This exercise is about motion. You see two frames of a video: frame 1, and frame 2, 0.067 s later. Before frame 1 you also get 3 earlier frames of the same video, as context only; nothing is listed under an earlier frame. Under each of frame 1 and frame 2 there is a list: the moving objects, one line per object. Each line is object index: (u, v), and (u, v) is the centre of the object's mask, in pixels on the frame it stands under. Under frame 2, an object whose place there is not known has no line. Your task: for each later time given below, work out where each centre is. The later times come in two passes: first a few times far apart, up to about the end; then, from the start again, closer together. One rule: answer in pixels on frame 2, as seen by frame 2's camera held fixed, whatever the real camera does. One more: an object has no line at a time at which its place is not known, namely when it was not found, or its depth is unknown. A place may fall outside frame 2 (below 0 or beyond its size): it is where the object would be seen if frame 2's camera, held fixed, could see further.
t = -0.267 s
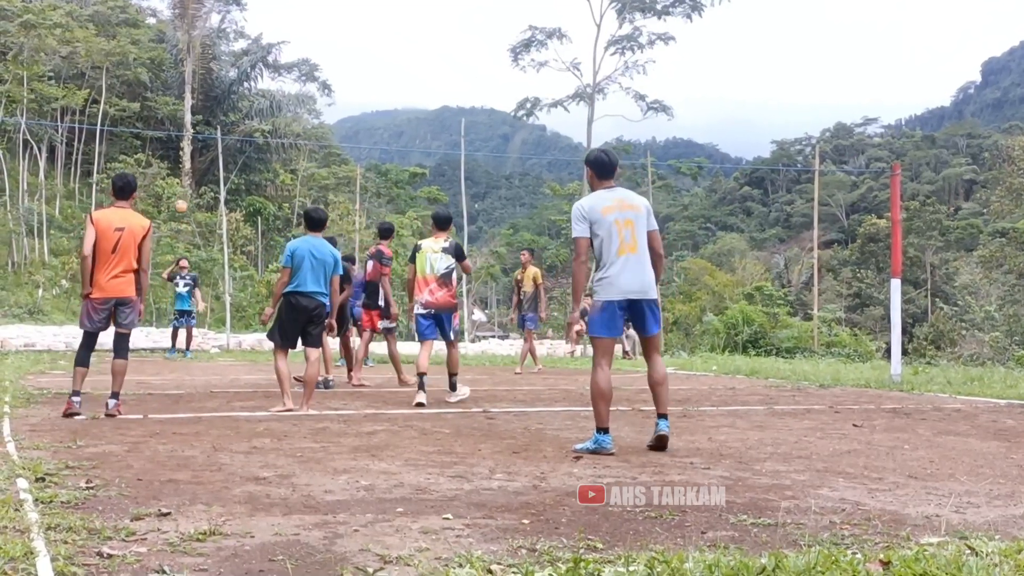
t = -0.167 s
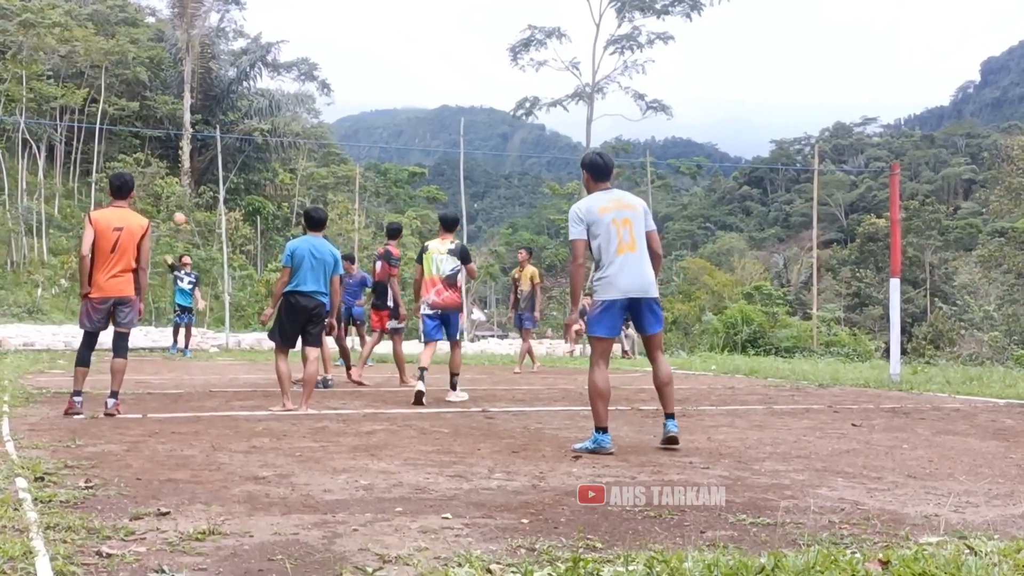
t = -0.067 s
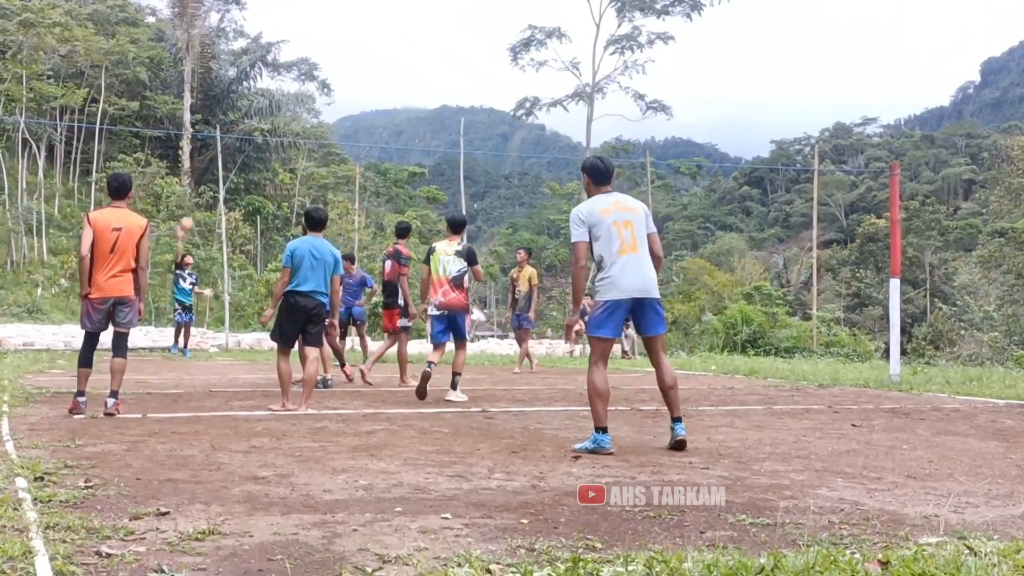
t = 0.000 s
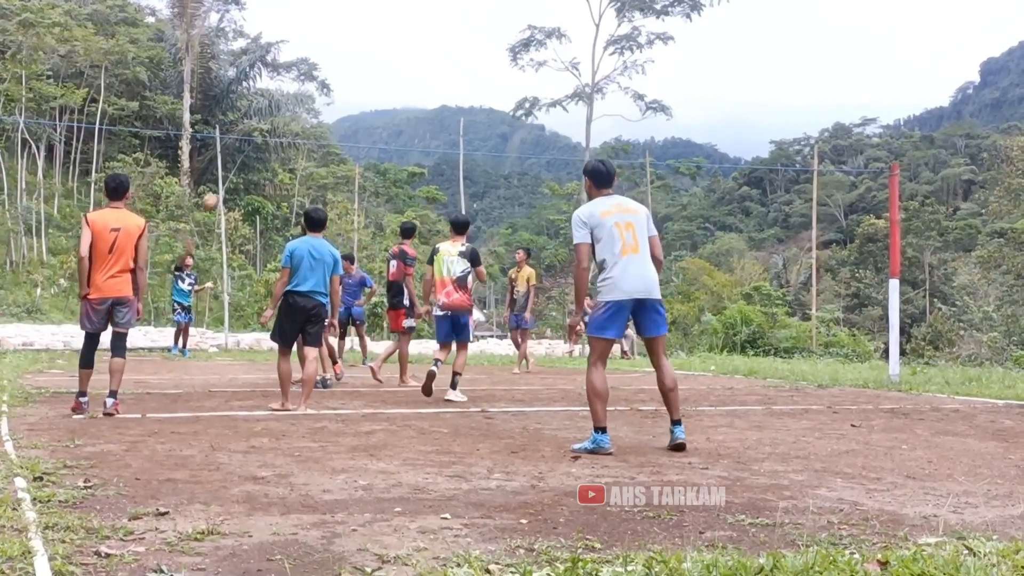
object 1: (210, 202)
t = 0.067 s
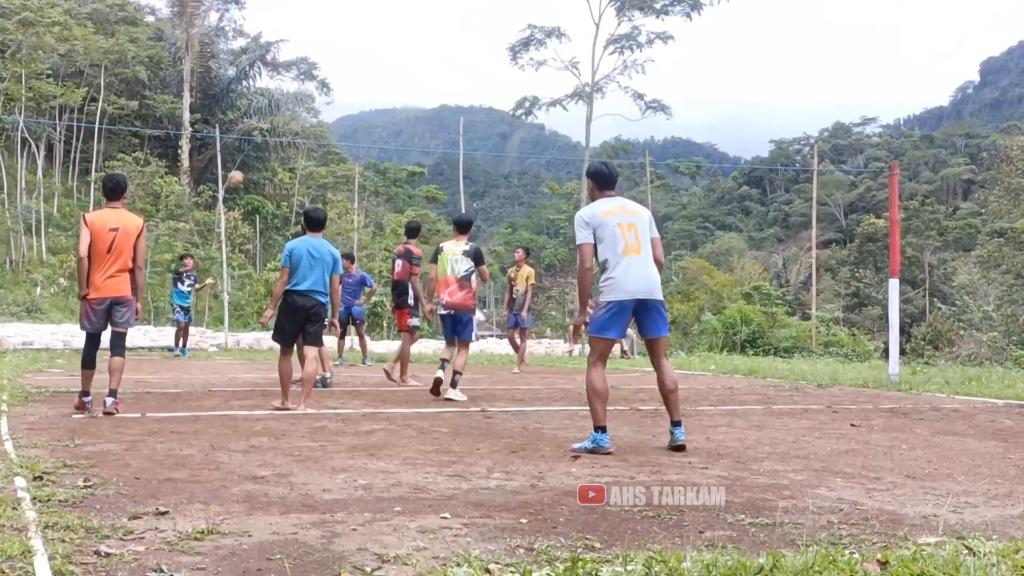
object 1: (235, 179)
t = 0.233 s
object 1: (301, 129)
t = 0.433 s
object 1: (384, 92)
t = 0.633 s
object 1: (481, 75)
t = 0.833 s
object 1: (604, 90)
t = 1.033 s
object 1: (753, 152)
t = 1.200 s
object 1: (905, 253)
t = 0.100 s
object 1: (248, 168)
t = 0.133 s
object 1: (261, 157)
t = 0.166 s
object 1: (274, 148)
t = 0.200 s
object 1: (288, 138)
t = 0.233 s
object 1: (301, 129)
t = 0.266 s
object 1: (315, 123)
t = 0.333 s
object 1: (341, 109)
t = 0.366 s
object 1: (355, 103)
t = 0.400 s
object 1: (370, 98)
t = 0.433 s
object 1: (384, 92)
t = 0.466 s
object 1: (399, 88)
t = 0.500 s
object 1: (415, 84)
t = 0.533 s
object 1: (430, 80)
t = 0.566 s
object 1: (447, 77)
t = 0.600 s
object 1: (464, 76)
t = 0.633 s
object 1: (481, 75)
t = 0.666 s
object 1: (500, 75)
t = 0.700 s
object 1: (519, 76)
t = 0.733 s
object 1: (540, 78)
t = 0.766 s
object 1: (560, 81)
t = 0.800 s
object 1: (582, 86)
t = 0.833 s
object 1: (604, 90)
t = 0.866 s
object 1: (627, 97)
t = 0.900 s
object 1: (650, 104)
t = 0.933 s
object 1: (674, 113)
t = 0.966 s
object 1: (699, 123)
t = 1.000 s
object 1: (725, 137)
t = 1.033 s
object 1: (753, 152)
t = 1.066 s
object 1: (781, 166)
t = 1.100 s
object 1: (811, 185)
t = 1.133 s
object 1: (841, 205)
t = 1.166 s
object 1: (873, 228)
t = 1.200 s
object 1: (905, 253)
